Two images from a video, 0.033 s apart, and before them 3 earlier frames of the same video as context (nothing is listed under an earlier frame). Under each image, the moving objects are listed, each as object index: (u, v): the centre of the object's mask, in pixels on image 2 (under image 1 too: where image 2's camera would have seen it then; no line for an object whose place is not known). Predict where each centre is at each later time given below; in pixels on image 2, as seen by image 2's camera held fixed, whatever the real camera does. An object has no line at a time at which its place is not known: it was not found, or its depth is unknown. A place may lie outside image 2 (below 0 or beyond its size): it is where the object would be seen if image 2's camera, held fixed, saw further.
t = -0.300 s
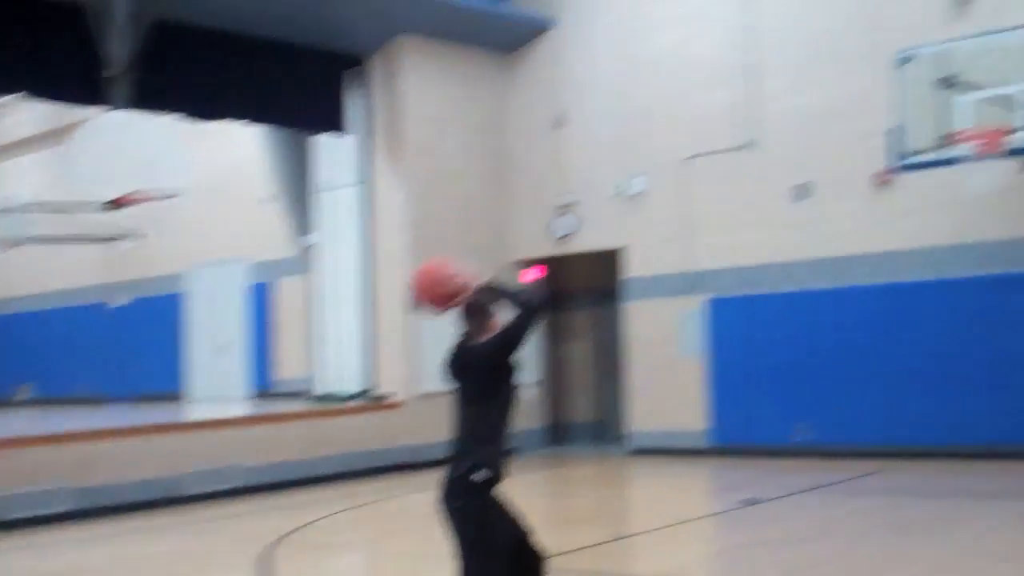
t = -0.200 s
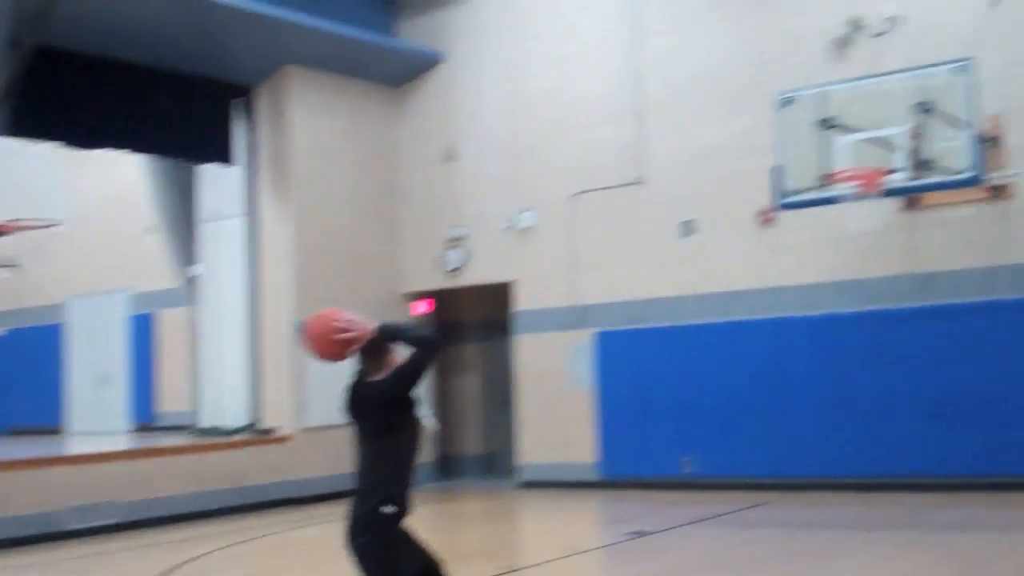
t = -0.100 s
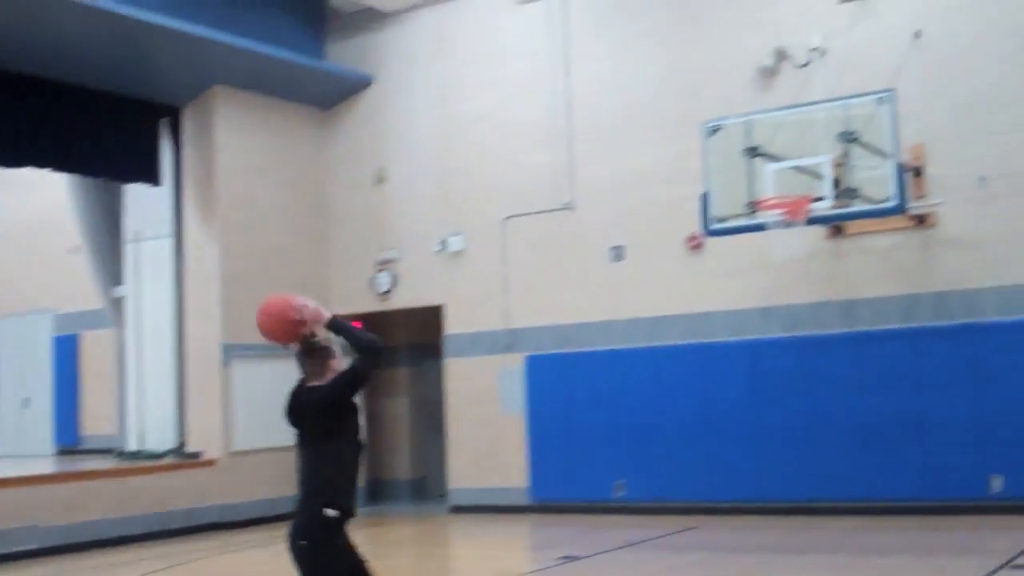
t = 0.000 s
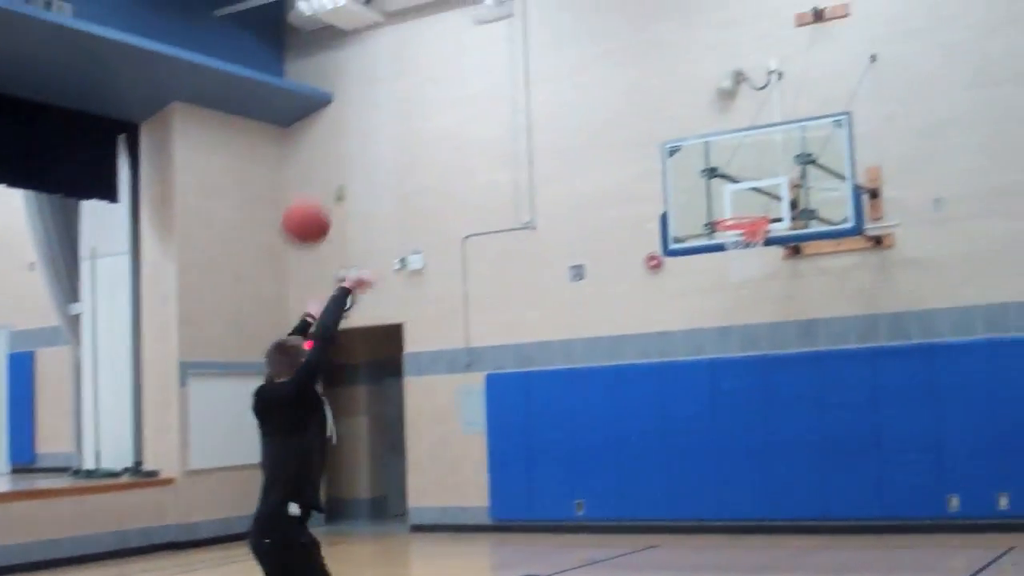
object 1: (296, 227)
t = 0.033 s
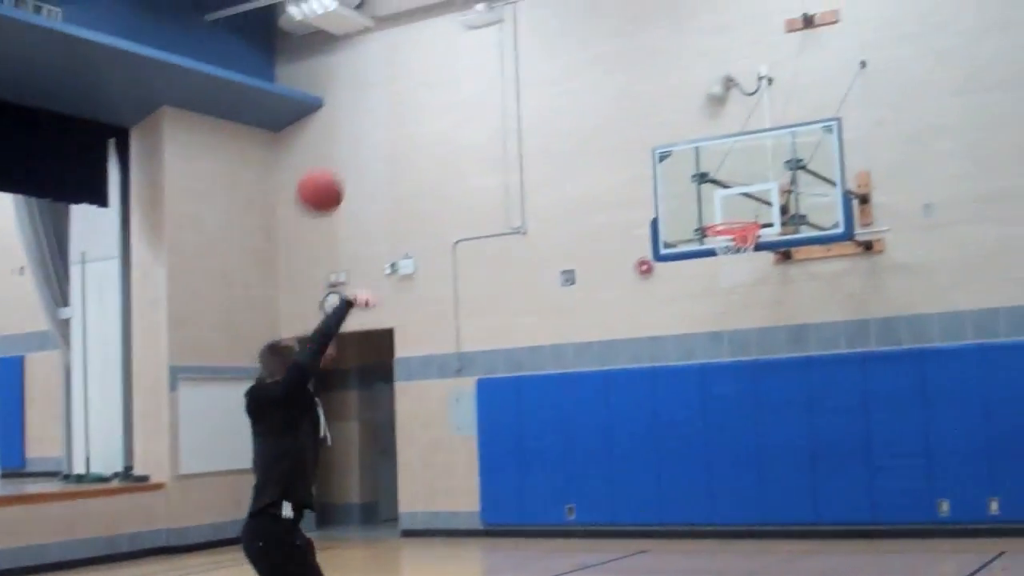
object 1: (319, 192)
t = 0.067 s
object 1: (341, 160)
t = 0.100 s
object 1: (361, 133)
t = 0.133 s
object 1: (380, 109)
